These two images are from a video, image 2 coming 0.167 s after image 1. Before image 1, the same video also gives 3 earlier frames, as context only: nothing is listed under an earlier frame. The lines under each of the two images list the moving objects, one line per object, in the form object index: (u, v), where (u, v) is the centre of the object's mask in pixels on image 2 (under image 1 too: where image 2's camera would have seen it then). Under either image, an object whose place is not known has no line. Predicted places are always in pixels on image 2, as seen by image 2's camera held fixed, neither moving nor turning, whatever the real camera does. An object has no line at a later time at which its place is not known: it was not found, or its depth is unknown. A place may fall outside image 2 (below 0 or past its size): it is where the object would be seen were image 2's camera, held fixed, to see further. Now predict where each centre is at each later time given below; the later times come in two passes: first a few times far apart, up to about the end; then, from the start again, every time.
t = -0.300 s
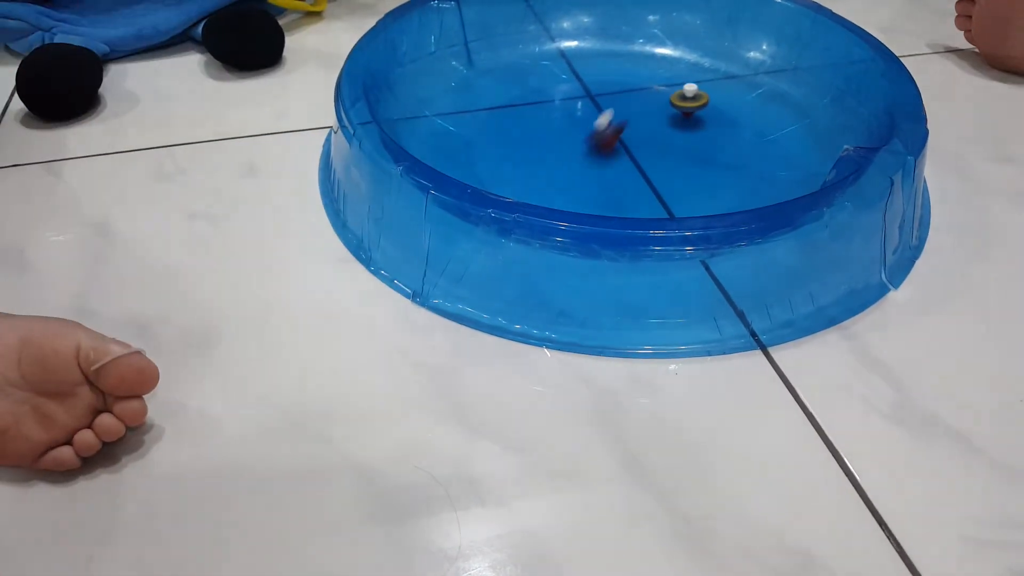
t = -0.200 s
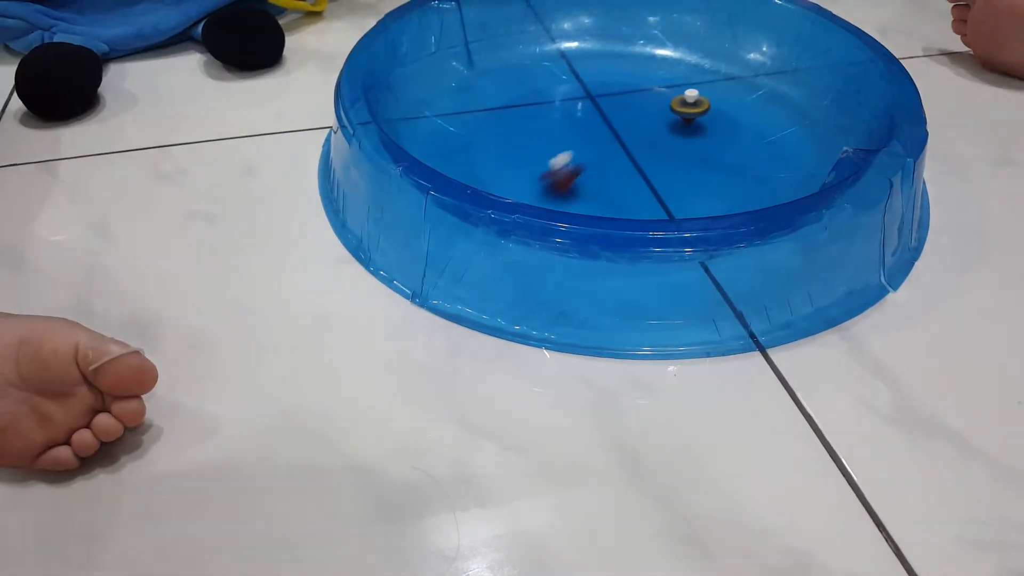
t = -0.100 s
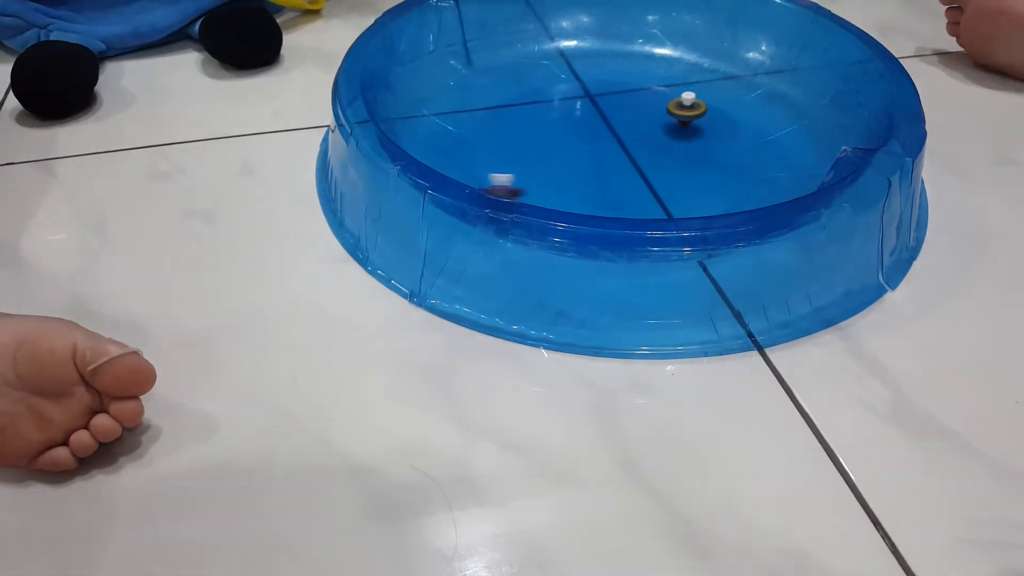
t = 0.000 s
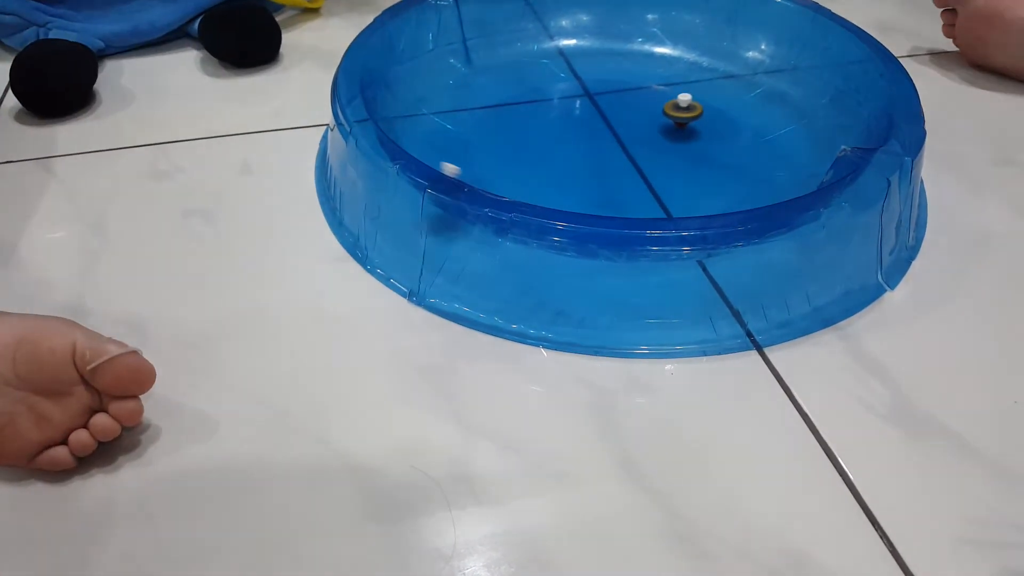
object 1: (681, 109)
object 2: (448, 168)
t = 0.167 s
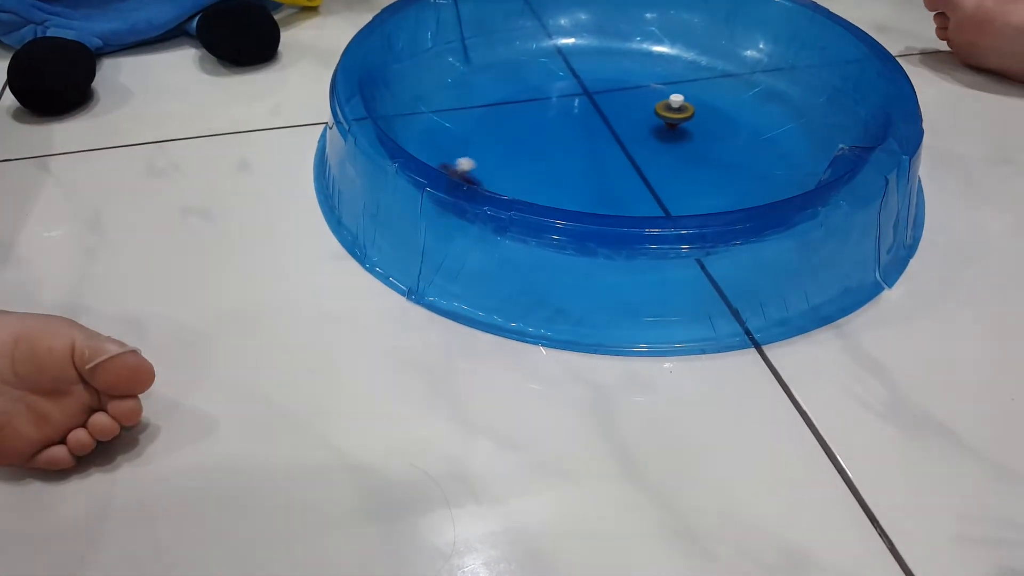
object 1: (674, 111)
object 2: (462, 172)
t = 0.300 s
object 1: (671, 110)
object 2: (502, 151)
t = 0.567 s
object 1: (673, 108)
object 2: (497, 87)
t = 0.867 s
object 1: (693, 108)
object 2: (557, 42)
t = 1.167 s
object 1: (717, 114)
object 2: (653, 79)
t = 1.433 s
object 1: (730, 124)
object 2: (673, 137)
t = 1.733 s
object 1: (727, 136)
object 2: (552, 171)
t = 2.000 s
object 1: (719, 142)
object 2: (458, 131)
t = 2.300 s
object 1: (716, 145)
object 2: (497, 87)
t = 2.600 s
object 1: (726, 151)
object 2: (613, 89)
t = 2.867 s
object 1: (736, 163)
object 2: (670, 137)
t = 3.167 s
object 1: (737, 177)
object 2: (592, 192)
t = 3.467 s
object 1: (722, 185)
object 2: (478, 166)
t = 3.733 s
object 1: (709, 185)
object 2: (488, 116)
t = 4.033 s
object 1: (700, 183)
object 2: (588, 94)
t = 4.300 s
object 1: (700, 188)
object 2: (669, 127)
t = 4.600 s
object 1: (695, 194)
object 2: (645, 188)
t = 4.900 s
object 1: (683, 194)
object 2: (527, 188)
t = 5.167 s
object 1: (680, 192)
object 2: (480, 143)
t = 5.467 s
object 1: (689, 194)
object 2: (536, 101)
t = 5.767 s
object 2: (634, 106)
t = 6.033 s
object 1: (693, 201)
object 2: (675, 148)
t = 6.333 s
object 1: (689, 199)
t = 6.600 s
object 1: (696, 196)
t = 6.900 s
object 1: (704, 200)
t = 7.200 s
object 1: (707, 196)
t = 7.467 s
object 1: (706, 194)
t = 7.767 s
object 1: (711, 198)
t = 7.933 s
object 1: (713, 197)
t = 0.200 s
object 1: (673, 110)
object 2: (473, 171)
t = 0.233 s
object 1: (672, 110)
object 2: (484, 169)
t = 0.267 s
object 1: (671, 110)
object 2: (494, 160)
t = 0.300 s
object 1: (671, 110)
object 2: (502, 151)
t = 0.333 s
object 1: (670, 110)
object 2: (508, 141)
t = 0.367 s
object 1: (670, 110)
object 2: (511, 132)
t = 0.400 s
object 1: (670, 110)
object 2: (510, 123)
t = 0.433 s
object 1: (670, 110)
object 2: (507, 116)
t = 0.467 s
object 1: (670, 109)
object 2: (502, 107)
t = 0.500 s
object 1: (671, 109)
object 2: (498, 101)
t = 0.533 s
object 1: (672, 109)
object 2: (497, 94)
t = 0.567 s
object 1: (673, 108)
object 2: (497, 87)
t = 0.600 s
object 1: (675, 108)
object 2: (498, 76)
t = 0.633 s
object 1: (676, 108)
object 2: (500, 69)
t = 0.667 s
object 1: (678, 108)
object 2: (504, 62)
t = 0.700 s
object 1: (680, 108)
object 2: (510, 56)
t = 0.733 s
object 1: (683, 108)
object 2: (517, 51)
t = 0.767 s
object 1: (685, 108)
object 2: (526, 47)
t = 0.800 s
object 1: (688, 108)
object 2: (535, 44)
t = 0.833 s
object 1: (690, 108)
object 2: (545, 42)
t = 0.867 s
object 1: (693, 108)
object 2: (557, 42)
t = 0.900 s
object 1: (696, 109)
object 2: (568, 42)
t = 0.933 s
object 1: (699, 109)
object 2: (581, 44)
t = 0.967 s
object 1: (702, 110)
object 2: (593, 47)
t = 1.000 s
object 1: (705, 110)
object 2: (604, 51)
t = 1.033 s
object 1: (707, 111)
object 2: (615, 57)
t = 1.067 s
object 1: (710, 112)
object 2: (625, 63)
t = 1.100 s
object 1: (712, 112)
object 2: (635, 69)
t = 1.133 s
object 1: (714, 113)
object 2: (644, 75)
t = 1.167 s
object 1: (717, 114)
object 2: (653, 79)
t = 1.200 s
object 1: (719, 115)
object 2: (663, 85)
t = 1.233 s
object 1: (721, 116)
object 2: (670, 92)
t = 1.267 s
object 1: (723, 118)
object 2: (675, 99)
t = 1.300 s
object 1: (725, 119)
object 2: (679, 106)
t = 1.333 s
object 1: (727, 120)
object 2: (681, 114)
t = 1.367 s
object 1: (728, 122)
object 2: (680, 122)
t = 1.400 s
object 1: (729, 123)
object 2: (677, 129)
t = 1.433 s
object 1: (730, 124)
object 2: (673, 137)
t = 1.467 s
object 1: (730, 126)
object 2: (666, 144)
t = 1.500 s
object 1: (731, 127)
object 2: (657, 150)
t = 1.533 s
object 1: (731, 129)
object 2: (645, 157)
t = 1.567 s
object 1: (730, 130)
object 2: (631, 162)
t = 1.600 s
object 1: (730, 131)
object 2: (616, 166)
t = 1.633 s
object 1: (729, 133)
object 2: (600, 169)
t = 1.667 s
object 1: (729, 134)
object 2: (584, 171)
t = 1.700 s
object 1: (728, 135)
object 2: (568, 171)
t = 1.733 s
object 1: (727, 136)
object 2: (552, 171)
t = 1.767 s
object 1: (726, 137)
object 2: (535, 169)
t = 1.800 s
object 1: (725, 138)
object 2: (519, 166)
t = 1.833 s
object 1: (724, 139)
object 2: (504, 162)
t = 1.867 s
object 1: (723, 139)
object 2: (492, 157)
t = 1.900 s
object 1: (722, 140)
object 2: (480, 152)
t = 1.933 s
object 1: (721, 141)
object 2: (471, 145)
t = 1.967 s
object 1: (720, 141)
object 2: (463, 139)
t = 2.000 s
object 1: (719, 142)
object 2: (458, 131)
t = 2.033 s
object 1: (719, 142)
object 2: (454, 125)
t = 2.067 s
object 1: (718, 142)
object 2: (453, 118)
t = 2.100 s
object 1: (717, 143)
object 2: (454, 113)
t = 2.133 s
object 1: (716, 143)
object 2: (457, 105)
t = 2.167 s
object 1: (716, 143)
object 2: (462, 100)
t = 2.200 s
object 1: (716, 143)
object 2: (468, 96)
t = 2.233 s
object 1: (715, 144)
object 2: (476, 91)
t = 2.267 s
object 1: (715, 144)
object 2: (486, 88)
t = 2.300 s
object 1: (716, 145)
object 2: (497, 87)
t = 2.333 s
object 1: (716, 145)
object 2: (508, 87)
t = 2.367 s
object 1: (717, 145)
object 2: (520, 85)
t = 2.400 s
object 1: (718, 146)
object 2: (533, 84)
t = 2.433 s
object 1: (719, 147)
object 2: (546, 83)
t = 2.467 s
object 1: (720, 148)
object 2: (560, 83)
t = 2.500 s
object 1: (721, 148)
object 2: (574, 84)
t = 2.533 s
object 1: (723, 149)
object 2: (586, 85)
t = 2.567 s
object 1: (724, 150)
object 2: (600, 86)
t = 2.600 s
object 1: (726, 151)
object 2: (613, 89)
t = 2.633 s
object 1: (727, 153)
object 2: (625, 93)
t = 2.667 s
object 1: (729, 154)
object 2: (636, 98)
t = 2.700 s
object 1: (730, 155)
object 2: (645, 102)
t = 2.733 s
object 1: (731, 157)
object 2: (653, 109)
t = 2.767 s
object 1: (733, 159)
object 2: (660, 116)
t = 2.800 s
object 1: (734, 159)
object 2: (666, 123)
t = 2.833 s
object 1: (735, 161)
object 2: (668, 130)
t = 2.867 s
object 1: (736, 163)
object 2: (670, 137)
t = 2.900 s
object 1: (737, 164)
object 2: (669, 145)
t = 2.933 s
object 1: (738, 166)
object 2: (666, 153)
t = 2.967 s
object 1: (739, 167)
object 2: (661, 161)
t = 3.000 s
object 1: (739, 169)
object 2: (652, 169)
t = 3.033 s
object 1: (739, 170)
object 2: (643, 175)
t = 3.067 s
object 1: (739, 172)
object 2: (632, 180)
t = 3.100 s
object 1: (739, 173)
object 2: (619, 186)
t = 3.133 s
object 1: (738, 175)
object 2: (606, 190)
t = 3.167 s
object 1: (737, 177)
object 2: (592, 192)
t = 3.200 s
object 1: (736, 178)
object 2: (576, 192)
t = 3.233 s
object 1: (735, 179)
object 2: (561, 192)
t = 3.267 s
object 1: (733, 180)
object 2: (546, 190)
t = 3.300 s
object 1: (732, 181)
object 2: (530, 188)
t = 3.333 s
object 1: (730, 182)
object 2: (516, 185)
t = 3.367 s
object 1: (728, 183)
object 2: (504, 181)
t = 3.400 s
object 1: (726, 184)
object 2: (494, 177)
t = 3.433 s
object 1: (724, 184)
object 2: (485, 172)
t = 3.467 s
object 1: (722, 185)
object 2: (478, 166)
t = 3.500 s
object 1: (721, 185)
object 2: (473, 159)
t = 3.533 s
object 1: (719, 185)
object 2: (470, 153)
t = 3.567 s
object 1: (717, 185)
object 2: (469, 147)
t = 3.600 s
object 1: (715, 186)
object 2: (470, 141)
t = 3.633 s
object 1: (713, 186)
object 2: (473, 136)
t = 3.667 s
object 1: (712, 186)
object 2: (476, 129)
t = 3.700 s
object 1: (711, 186)
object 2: (481, 122)
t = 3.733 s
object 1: (709, 185)
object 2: (488, 116)
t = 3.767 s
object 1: (708, 185)
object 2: (496, 111)
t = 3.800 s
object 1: (706, 185)
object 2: (505, 106)
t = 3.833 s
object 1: (705, 184)
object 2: (516, 102)
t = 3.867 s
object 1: (704, 184)
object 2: (527, 99)
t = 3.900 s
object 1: (703, 184)
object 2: (539, 96)
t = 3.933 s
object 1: (702, 183)
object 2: (551, 94)
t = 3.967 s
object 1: (701, 183)
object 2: (563, 95)
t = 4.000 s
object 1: (701, 183)
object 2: (575, 94)
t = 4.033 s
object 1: (700, 183)
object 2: (588, 94)
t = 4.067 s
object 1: (700, 183)
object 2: (600, 95)
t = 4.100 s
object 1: (700, 184)
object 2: (613, 97)
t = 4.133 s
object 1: (700, 184)
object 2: (625, 100)
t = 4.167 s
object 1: (700, 185)
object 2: (636, 104)
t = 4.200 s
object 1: (699, 186)
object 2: (645, 108)
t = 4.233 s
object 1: (700, 186)
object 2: (654, 114)
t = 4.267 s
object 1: (700, 187)
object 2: (662, 121)
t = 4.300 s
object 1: (700, 188)
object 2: (669, 127)
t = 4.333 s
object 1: (700, 189)
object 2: (674, 133)
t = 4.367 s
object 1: (700, 190)
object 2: (677, 140)
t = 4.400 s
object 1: (699, 190)
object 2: (678, 147)
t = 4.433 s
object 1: (699, 191)
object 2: (678, 155)
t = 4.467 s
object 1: (698, 192)
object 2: (675, 162)
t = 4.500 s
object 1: (698, 192)
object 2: (670, 169)
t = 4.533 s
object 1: (697, 193)
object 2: (663, 177)
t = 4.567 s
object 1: (696, 194)
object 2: (655, 183)
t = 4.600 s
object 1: (695, 194)
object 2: (645, 188)
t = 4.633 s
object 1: (694, 194)
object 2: (634, 192)
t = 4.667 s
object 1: (692, 195)
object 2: (621, 196)
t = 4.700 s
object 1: (691, 195)
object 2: (608, 198)
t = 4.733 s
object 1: (690, 195)
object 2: (595, 198)
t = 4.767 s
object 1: (688, 195)
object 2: (581, 198)
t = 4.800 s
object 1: (687, 195)
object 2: (567, 197)
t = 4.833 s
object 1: (686, 194)
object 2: (553, 195)
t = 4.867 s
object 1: (685, 194)
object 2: (540, 191)
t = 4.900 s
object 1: (683, 194)
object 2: (527, 188)
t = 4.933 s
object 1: (682, 194)
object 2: (516, 184)
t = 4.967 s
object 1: (681, 193)
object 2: (506, 180)
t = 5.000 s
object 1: (681, 193)
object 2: (497, 176)
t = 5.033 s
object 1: (680, 193)
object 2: (490, 170)
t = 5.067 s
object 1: (680, 193)
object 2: (485, 163)
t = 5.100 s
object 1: (680, 192)
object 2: (482, 156)
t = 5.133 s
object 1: (680, 192)
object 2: (480, 149)
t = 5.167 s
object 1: (680, 192)
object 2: (480, 143)
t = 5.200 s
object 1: (681, 192)
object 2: (481, 136)
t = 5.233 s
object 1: (682, 192)
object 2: (484, 130)
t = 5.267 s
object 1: (683, 191)
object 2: (488, 124)
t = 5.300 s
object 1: (684, 191)
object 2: (493, 119)
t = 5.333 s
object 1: (685, 192)
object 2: (500, 114)
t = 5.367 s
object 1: (686, 192)
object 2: (507, 110)
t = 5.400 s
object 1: (687, 192)
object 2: (516, 107)
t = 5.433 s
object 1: (688, 193)
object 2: (526, 104)
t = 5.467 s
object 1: (689, 194)
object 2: (536, 101)
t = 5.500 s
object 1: (690, 195)
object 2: (546, 99)
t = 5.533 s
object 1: (691, 195)
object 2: (558, 98)
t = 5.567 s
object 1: (692, 196)
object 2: (569, 97)
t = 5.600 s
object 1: (693, 197)
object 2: (581, 97)
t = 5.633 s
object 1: (693, 197)
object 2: (593, 97)
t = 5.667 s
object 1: (693, 198)
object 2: (603, 98)
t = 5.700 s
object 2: (613, 100)
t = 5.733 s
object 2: (624, 102)
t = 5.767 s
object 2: (634, 106)
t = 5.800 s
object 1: (693, 201)
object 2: (643, 109)
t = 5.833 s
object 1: (693, 201)
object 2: (651, 114)
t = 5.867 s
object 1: (693, 202)
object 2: (658, 120)
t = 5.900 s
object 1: (694, 202)
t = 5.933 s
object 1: (695, 201)
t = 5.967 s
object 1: (696, 201)
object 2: (672, 136)
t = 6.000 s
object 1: (694, 201)
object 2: (675, 142)
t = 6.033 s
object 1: (693, 201)
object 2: (675, 148)
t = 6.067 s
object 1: (692, 201)
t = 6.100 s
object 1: (691, 201)
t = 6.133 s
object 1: (690, 201)
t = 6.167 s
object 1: (689, 200)
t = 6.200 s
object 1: (689, 200)
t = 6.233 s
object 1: (688, 200)
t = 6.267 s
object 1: (688, 199)
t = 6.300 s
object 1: (688, 199)
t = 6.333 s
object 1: (689, 199)
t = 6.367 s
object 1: (689, 198)
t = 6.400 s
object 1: (690, 198)
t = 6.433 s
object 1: (691, 197)
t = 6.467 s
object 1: (692, 197)
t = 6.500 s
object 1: (693, 197)
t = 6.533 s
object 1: (694, 197)
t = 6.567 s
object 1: (695, 196)
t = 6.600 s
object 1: (696, 196)
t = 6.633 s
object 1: (697, 197)
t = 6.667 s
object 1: (699, 197)
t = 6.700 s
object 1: (700, 198)
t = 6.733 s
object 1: (700, 198)
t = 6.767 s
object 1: (701, 199)
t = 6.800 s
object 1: (702, 199)
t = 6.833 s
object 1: (703, 200)
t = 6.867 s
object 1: (704, 200)
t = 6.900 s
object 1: (704, 200)
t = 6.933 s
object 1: (706, 200)
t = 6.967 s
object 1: (708, 199)
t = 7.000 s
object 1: (710, 199)
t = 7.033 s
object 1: (711, 198)
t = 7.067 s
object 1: (712, 198)
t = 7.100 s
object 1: (710, 198)
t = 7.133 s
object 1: (709, 197)
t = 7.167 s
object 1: (708, 197)
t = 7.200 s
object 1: (707, 196)
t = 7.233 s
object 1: (707, 196)
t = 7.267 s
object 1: (706, 196)
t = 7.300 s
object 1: (706, 195)
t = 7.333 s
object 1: (706, 195)
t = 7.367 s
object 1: (706, 194)
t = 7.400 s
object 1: (706, 194)
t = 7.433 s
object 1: (706, 194)
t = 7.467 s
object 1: (706, 194)
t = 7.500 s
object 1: (707, 194)
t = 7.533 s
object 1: (707, 195)
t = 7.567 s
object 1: (708, 195)
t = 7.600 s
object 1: (709, 195)
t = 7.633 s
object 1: (709, 196)
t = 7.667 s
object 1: (710, 196)
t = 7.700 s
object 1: (710, 197)
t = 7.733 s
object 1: (711, 197)
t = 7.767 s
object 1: (711, 198)
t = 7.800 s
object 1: (711, 199)
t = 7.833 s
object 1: (711, 199)
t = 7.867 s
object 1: (711, 198)
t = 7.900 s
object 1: (713, 197)
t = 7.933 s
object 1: (713, 197)
